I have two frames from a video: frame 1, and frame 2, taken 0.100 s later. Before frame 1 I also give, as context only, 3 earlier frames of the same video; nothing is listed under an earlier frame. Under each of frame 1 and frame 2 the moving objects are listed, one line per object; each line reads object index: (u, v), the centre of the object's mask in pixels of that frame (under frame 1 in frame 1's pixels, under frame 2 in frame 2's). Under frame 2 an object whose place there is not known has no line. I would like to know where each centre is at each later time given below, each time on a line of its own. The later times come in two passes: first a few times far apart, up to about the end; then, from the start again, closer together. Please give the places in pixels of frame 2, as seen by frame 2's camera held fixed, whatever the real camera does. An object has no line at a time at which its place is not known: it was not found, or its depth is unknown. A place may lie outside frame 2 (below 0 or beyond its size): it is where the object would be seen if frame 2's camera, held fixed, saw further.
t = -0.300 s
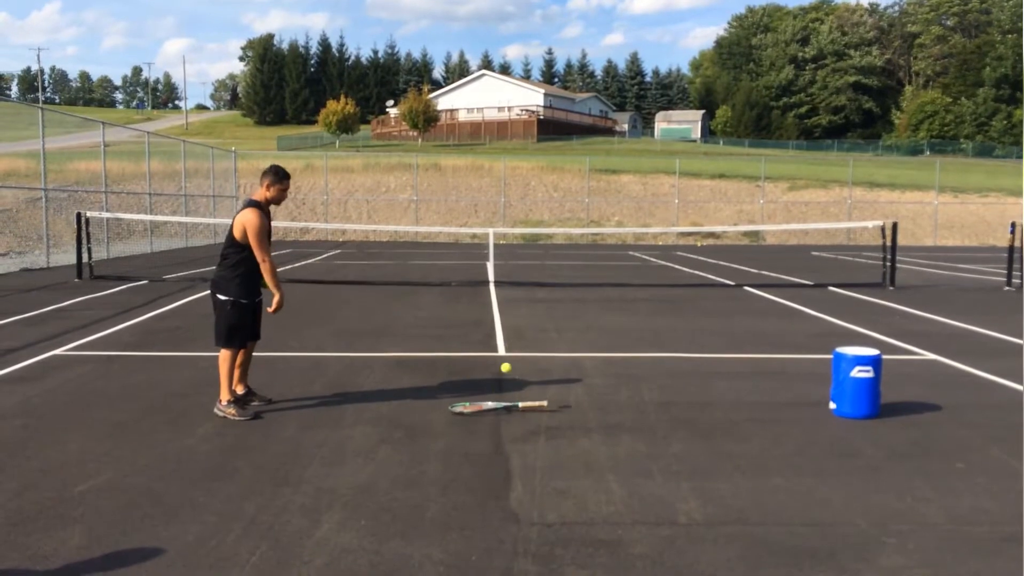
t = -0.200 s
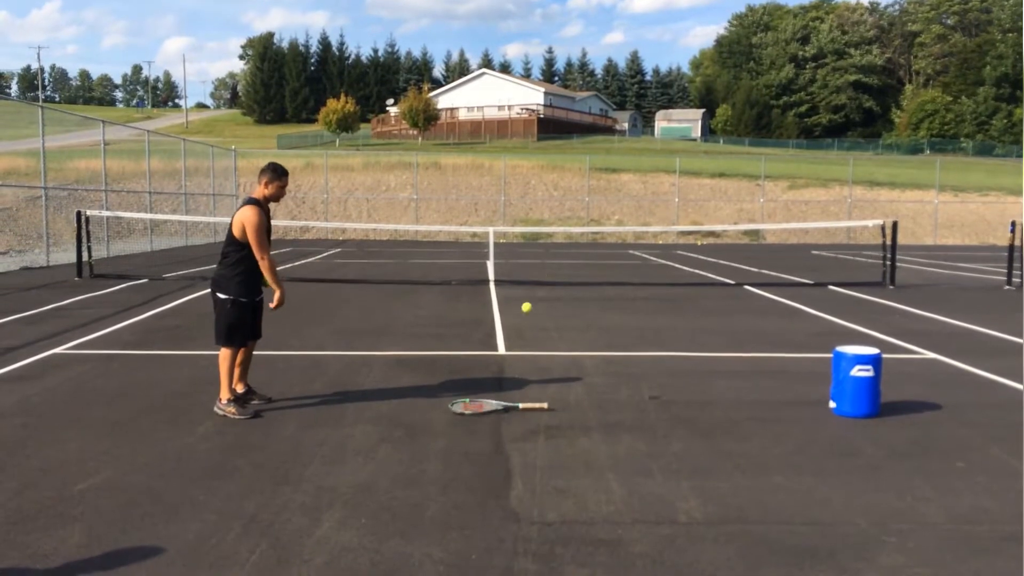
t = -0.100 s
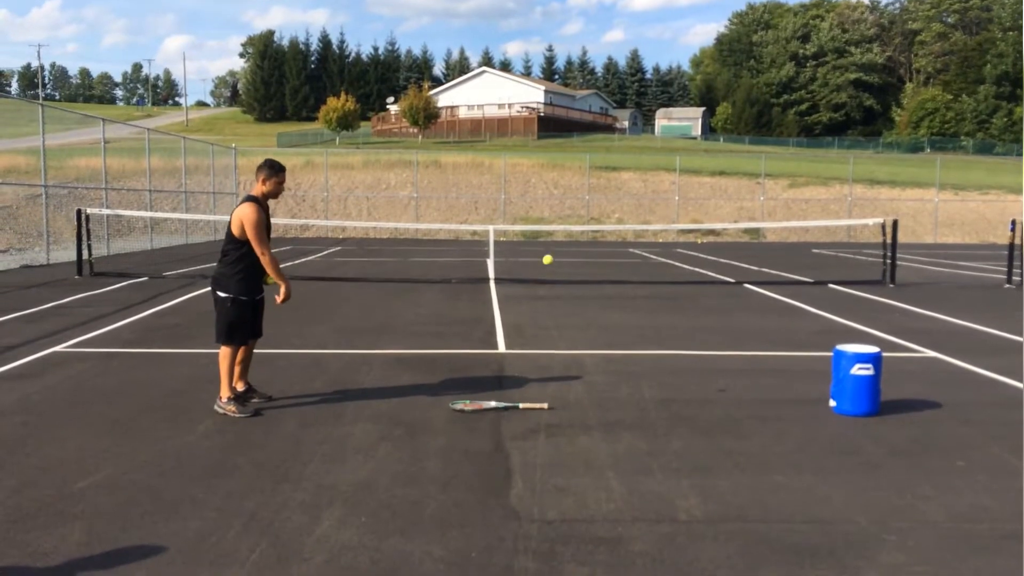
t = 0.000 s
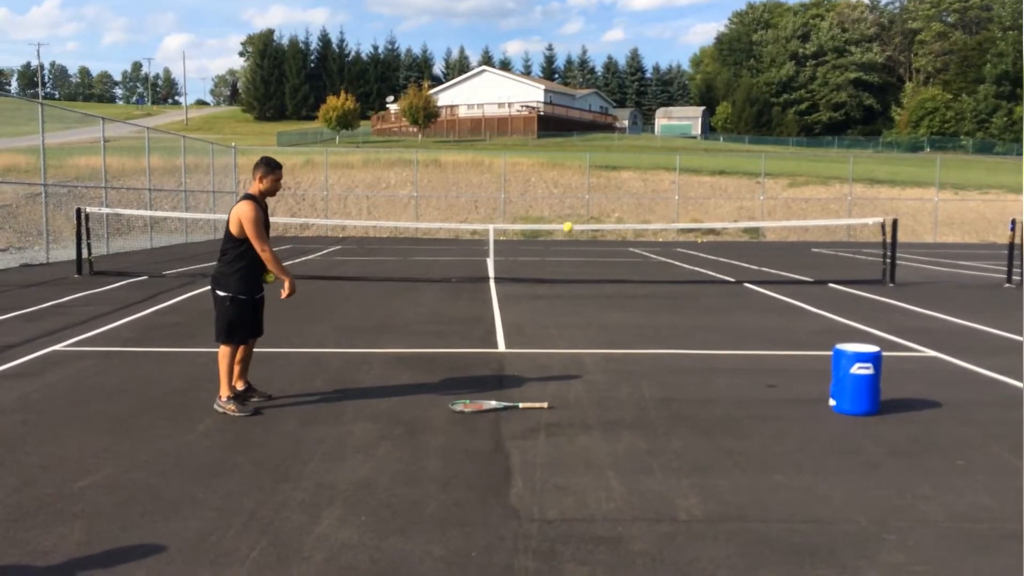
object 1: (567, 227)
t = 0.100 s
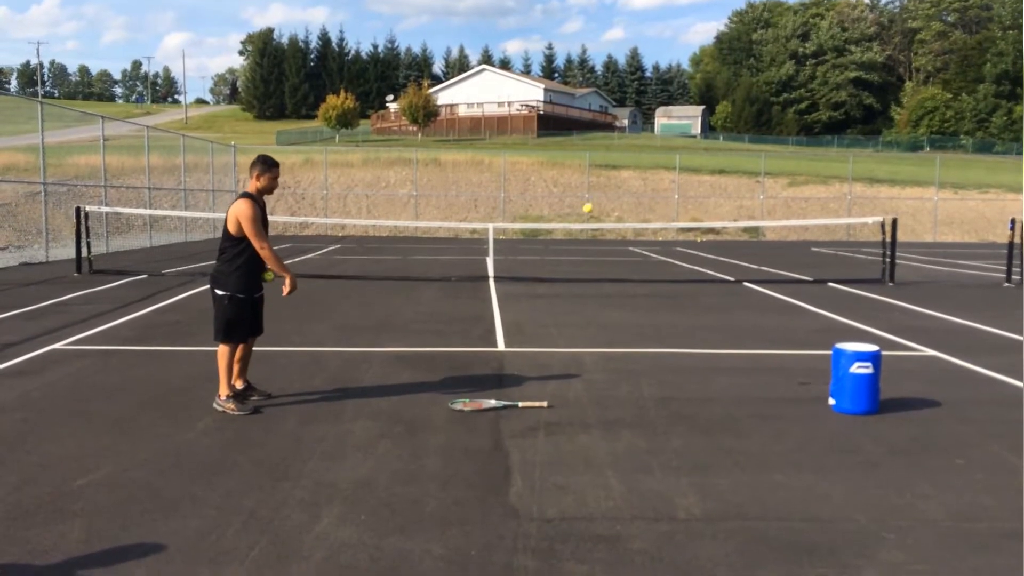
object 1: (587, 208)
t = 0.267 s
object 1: (620, 211)
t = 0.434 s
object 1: (652, 254)
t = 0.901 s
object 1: (743, 315)
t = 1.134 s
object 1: (795, 279)
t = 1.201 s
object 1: (809, 283)
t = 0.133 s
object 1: (594, 205)
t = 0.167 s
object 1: (601, 204)
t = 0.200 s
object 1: (608, 204)
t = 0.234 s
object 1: (614, 207)
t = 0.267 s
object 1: (620, 211)
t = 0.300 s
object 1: (627, 216)
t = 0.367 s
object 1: (639, 232)
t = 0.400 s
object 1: (645, 242)
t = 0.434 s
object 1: (652, 254)
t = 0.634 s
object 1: (686, 357)
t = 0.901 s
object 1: (743, 315)
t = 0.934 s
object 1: (751, 305)
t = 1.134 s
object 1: (795, 279)
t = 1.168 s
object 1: (802, 280)
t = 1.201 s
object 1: (809, 283)
